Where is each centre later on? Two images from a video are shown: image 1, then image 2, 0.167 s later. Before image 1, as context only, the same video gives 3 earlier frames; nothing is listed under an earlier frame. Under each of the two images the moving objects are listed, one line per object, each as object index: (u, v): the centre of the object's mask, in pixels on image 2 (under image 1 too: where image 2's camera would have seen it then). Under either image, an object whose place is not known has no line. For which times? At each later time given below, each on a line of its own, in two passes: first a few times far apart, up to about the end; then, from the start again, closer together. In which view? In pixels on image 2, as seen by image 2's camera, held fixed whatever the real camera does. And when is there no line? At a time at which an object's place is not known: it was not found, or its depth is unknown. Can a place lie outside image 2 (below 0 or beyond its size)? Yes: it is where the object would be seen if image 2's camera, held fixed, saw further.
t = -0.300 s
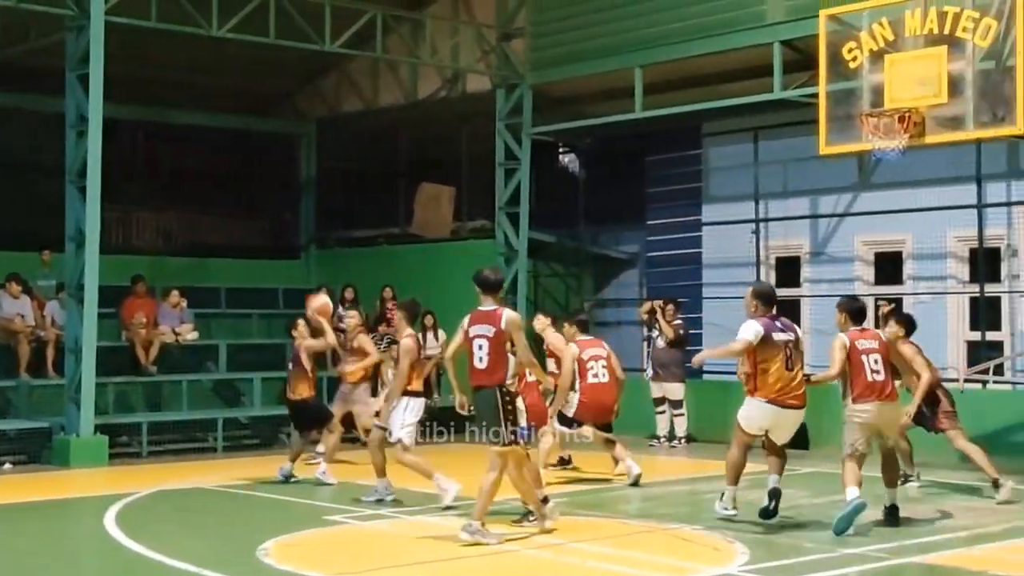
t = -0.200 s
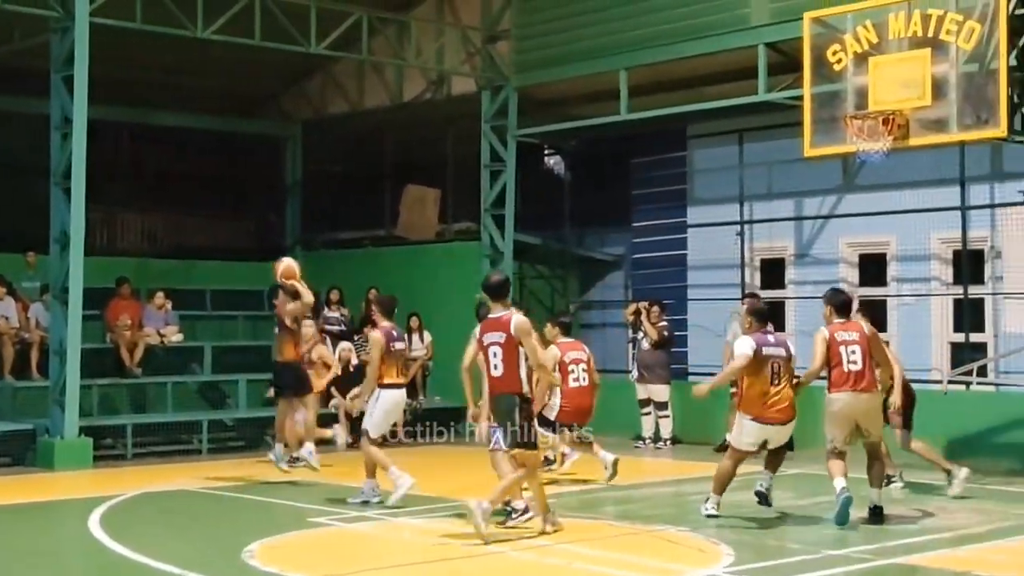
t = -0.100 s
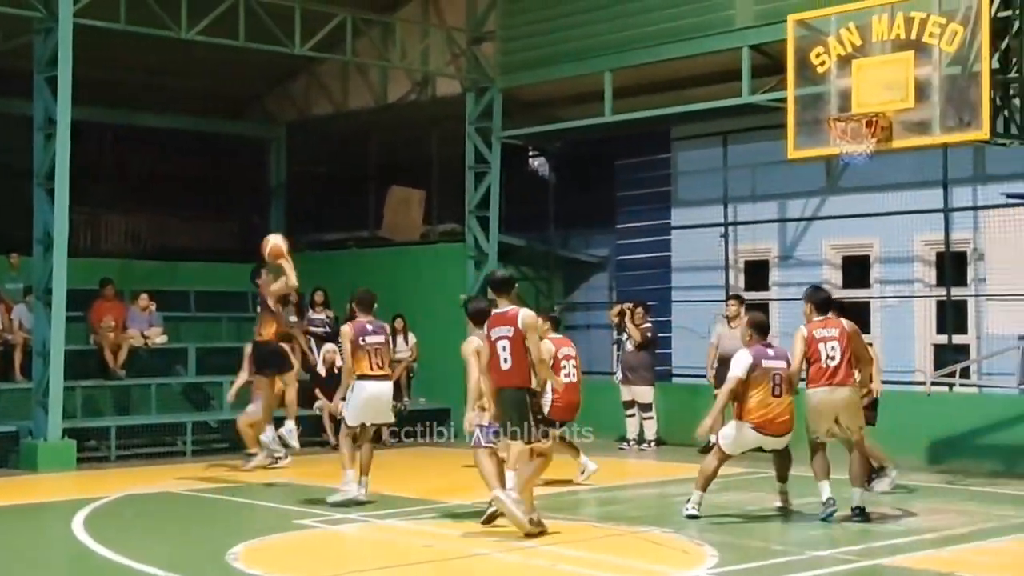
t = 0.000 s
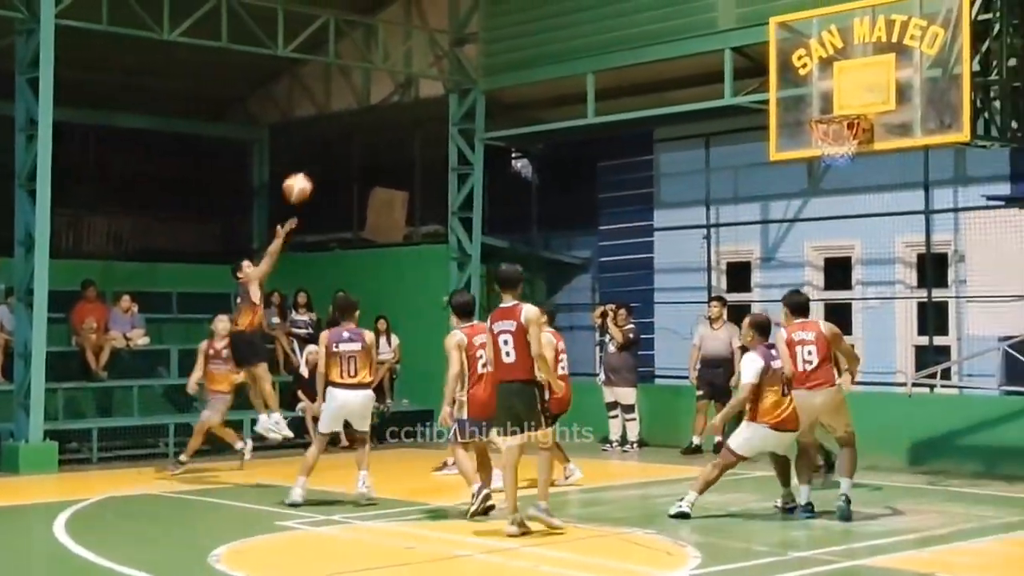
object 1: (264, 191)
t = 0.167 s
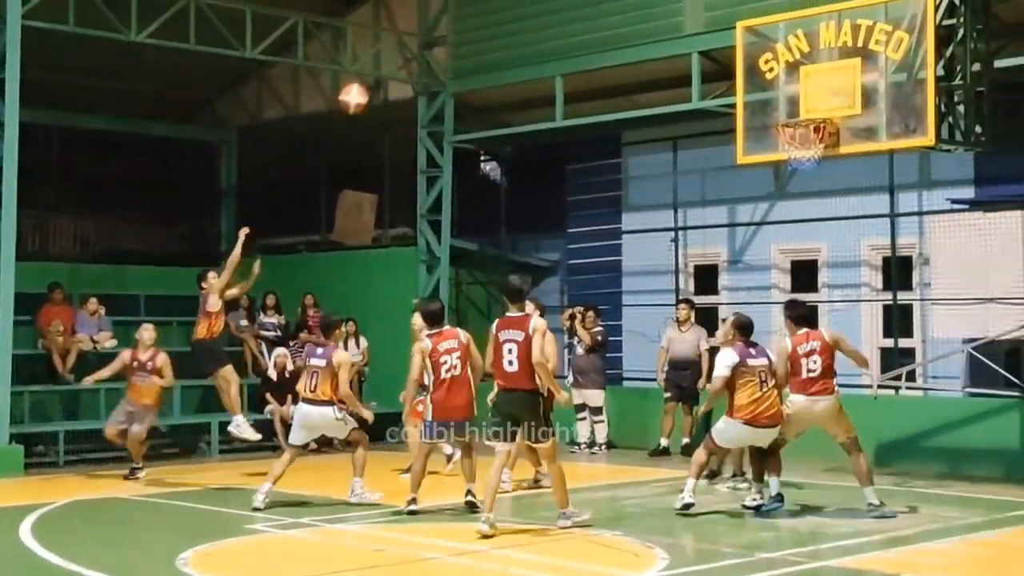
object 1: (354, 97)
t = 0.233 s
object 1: (389, 69)
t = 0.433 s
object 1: (496, 13)
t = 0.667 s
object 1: (624, 4)
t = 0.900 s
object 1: (755, 57)
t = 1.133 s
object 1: (787, 88)
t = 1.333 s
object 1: (732, 86)
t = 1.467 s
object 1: (698, 110)
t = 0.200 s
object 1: (371, 82)
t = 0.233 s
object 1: (389, 69)
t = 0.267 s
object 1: (406, 57)
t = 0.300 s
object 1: (423, 46)
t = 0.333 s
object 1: (441, 38)
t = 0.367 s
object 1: (459, 27)
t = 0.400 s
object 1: (478, 20)
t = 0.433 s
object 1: (496, 13)
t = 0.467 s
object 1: (514, 9)
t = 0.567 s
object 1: (569, 4)
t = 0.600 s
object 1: (586, 3)
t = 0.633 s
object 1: (606, 3)
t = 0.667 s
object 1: (624, 4)
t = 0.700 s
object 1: (642, 8)
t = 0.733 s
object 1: (660, 13)
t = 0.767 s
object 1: (678, 19)
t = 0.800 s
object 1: (697, 27)
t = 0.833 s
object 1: (716, 35)
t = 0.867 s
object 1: (735, 47)
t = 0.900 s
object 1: (755, 57)
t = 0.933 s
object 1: (772, 69)
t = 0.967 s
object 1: (792, 86)
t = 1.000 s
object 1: (812, 103)
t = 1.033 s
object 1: (817, 108)
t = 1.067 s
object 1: (805, 100)
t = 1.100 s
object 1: (796, 92)
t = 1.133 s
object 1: (787, 88)
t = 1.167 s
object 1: (779, 85)
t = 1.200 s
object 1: (768, 83)
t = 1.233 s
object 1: (758, 82)
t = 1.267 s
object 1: (749, 81)
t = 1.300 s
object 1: (741, 83)
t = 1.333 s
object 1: (732, 86)
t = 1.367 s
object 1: (723, 90)
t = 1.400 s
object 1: (715, 95)
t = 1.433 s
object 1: (706, 103)
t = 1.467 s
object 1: (698, 110)
